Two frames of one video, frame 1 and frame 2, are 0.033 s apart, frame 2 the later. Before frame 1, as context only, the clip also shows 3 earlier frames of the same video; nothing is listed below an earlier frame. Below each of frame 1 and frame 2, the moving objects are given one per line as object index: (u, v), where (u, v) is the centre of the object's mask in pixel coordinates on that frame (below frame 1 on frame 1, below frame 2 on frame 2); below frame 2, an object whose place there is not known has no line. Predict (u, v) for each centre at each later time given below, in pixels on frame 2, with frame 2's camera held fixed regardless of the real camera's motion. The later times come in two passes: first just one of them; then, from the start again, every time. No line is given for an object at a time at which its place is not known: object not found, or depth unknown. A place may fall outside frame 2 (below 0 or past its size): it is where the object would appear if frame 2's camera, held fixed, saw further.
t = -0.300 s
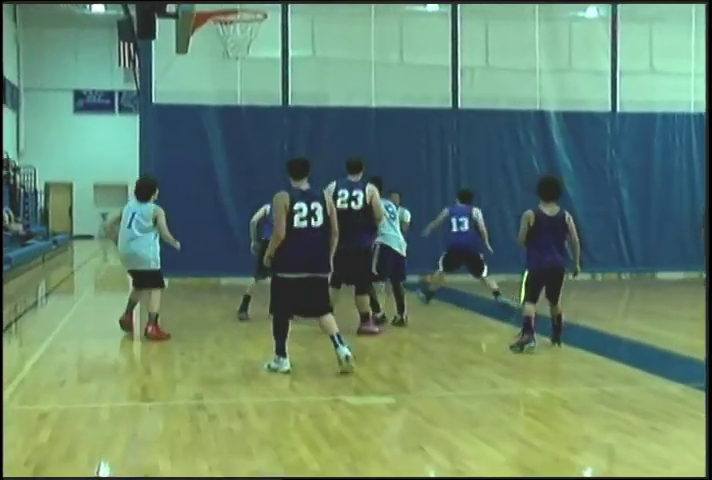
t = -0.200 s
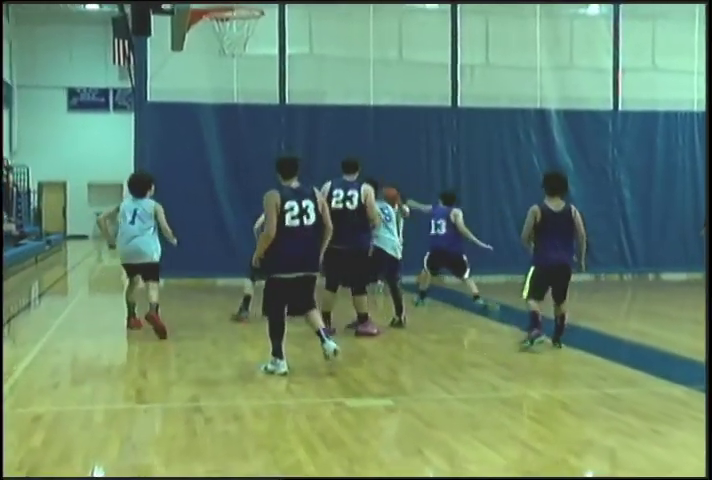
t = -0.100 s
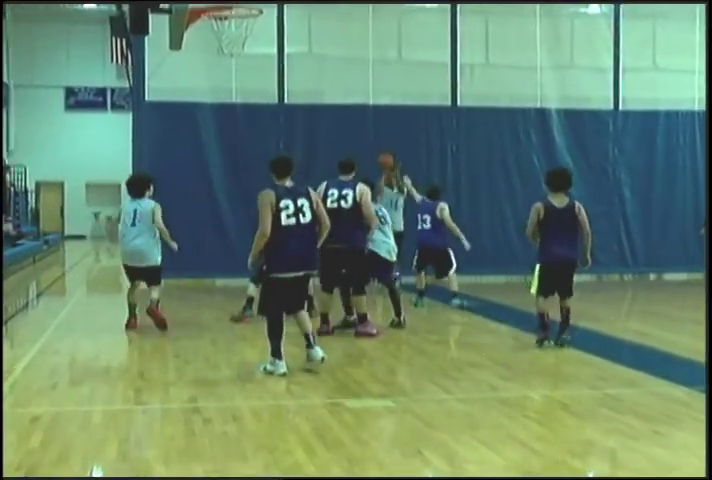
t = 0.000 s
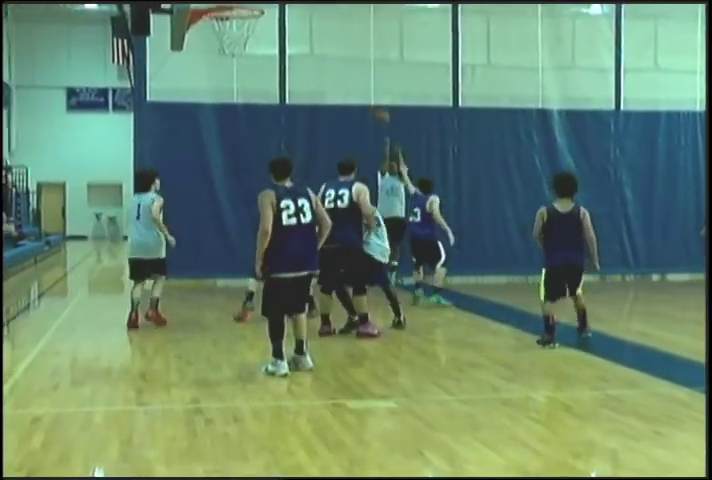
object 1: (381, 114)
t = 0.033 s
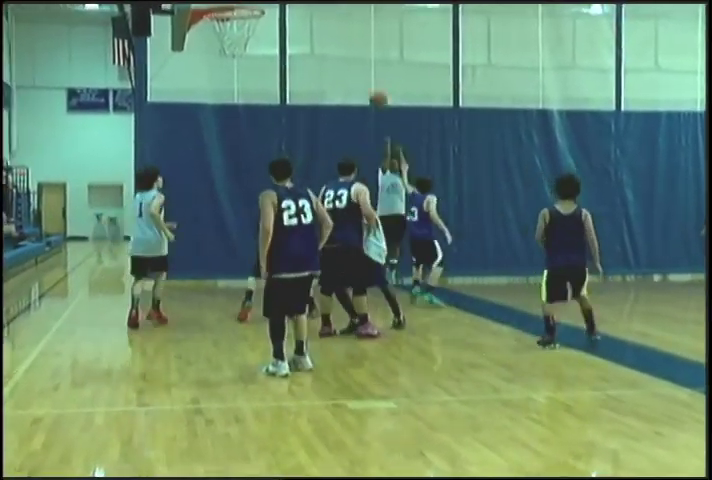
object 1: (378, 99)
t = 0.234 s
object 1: (363, 12)
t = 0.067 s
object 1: (376, 84)
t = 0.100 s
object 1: (374, 69)
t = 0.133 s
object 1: (371, 53)
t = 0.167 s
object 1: (368, 39)
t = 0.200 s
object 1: (366, 25)
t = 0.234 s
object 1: (363, 12)
